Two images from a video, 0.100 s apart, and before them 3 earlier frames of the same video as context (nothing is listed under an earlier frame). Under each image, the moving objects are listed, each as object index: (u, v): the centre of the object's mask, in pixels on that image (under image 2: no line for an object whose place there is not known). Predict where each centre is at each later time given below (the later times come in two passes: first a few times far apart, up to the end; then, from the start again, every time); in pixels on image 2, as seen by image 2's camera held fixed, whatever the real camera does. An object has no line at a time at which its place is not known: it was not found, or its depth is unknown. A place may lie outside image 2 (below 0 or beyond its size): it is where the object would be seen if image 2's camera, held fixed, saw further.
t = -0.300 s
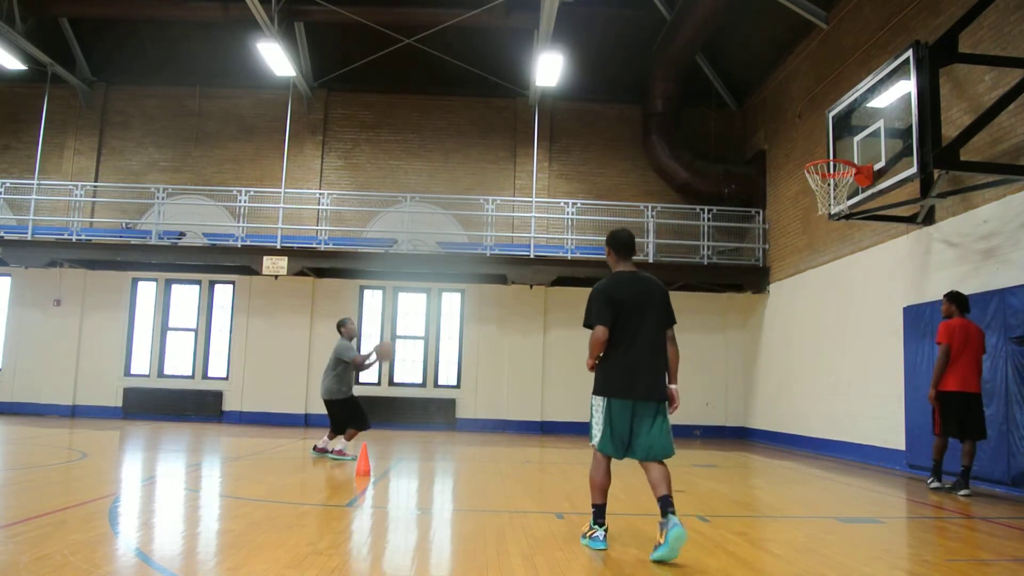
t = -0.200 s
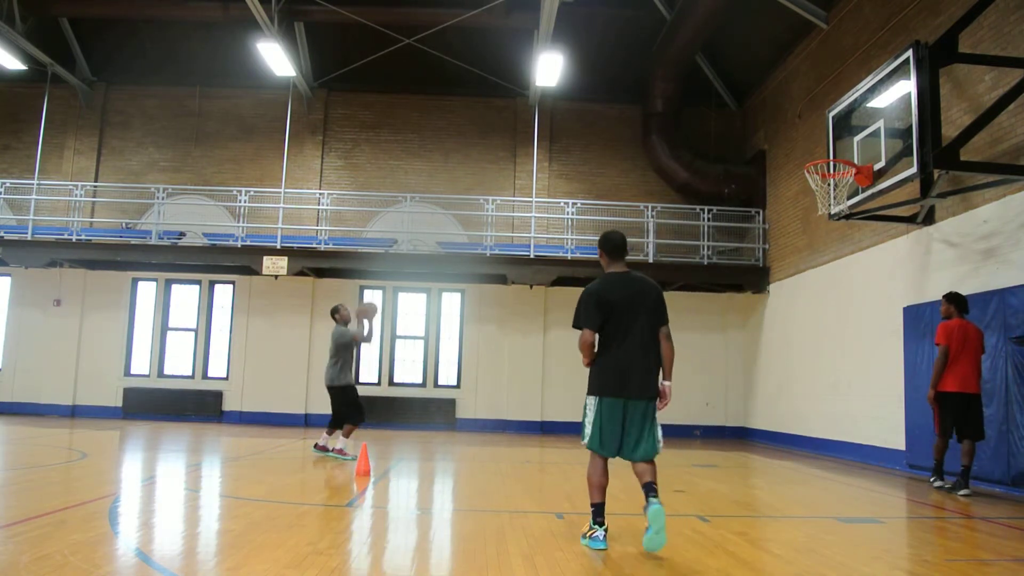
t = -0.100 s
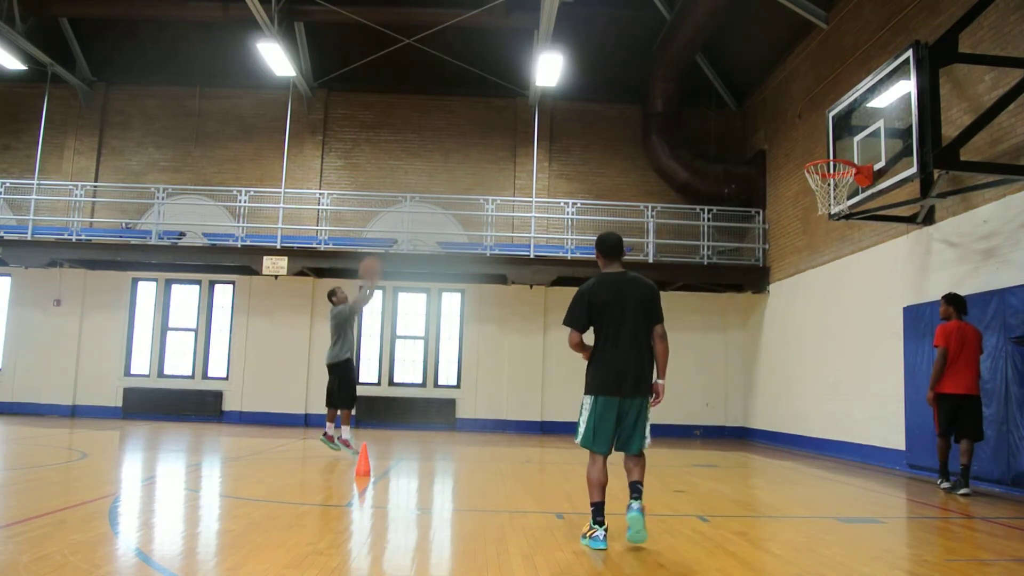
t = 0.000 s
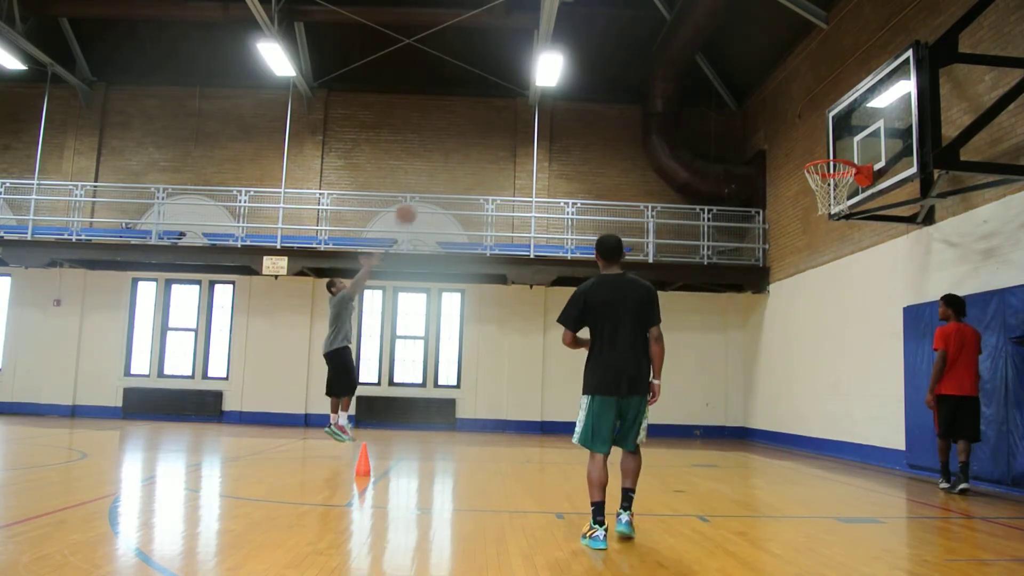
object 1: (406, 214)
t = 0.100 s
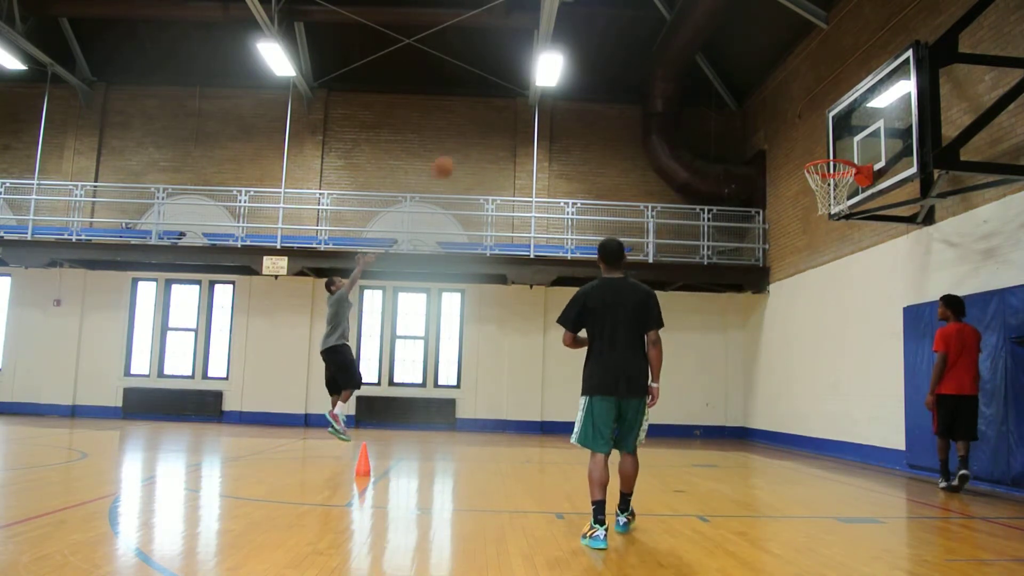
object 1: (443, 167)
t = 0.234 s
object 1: (491, 119)
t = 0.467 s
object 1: (574, 71)
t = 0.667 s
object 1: (645, 66)
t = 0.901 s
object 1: (729, 104)
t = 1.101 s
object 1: (800, 177)
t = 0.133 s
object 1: (455, 153)
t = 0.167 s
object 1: (467, 141)
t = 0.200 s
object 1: (479, 130)
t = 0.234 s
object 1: (491, 119)
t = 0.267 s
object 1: (503, 110)
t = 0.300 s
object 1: (515, 101)
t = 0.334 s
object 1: (526, 94)
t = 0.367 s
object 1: (536, 88)
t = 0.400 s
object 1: (552, 83)
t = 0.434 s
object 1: (565, 76)
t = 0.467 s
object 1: (574, 71)
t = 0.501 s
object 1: (586, 67)
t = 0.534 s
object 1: (597, 65)
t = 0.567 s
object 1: (609, 64)
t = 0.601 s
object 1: (621, 64)
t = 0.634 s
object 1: (633, 64)
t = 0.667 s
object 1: (645, 66)
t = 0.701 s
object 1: (656, 69)
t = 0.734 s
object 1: (668, 72)
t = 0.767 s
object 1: (681, 76)
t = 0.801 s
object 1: (692, 81)
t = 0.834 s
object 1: (705, 88)
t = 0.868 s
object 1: (716, 95)
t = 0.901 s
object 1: (729, 104)
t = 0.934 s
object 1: (740, 113)
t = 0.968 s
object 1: (752, 123)
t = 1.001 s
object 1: (764, 134)
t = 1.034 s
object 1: (776, 147)
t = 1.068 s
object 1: (789, 161)
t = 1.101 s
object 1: (800, 177)
